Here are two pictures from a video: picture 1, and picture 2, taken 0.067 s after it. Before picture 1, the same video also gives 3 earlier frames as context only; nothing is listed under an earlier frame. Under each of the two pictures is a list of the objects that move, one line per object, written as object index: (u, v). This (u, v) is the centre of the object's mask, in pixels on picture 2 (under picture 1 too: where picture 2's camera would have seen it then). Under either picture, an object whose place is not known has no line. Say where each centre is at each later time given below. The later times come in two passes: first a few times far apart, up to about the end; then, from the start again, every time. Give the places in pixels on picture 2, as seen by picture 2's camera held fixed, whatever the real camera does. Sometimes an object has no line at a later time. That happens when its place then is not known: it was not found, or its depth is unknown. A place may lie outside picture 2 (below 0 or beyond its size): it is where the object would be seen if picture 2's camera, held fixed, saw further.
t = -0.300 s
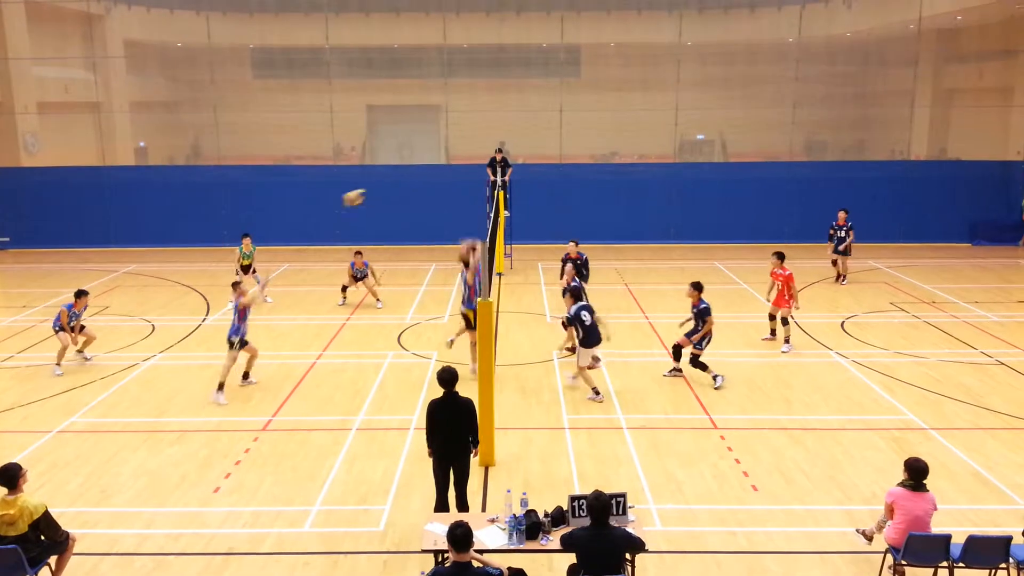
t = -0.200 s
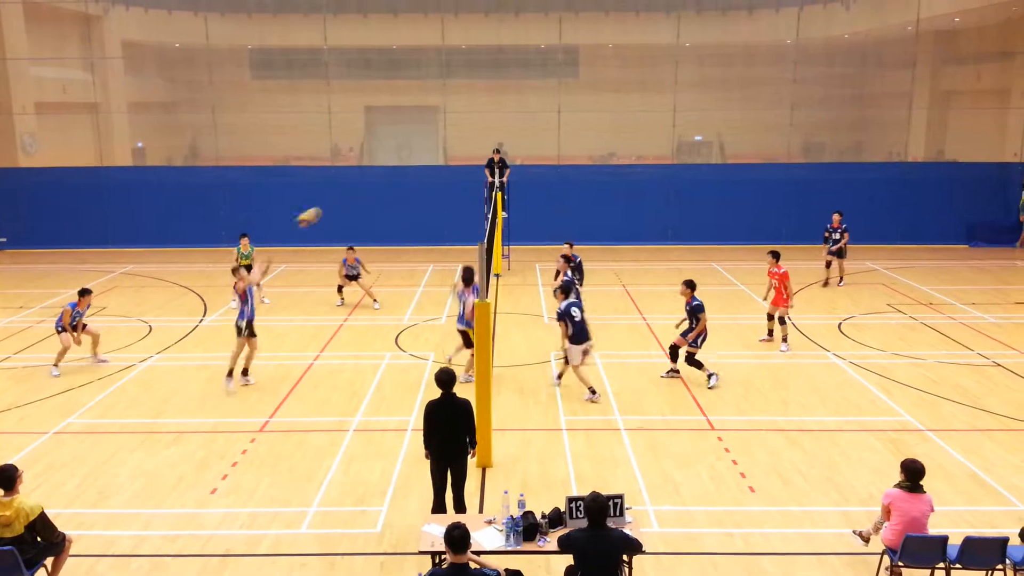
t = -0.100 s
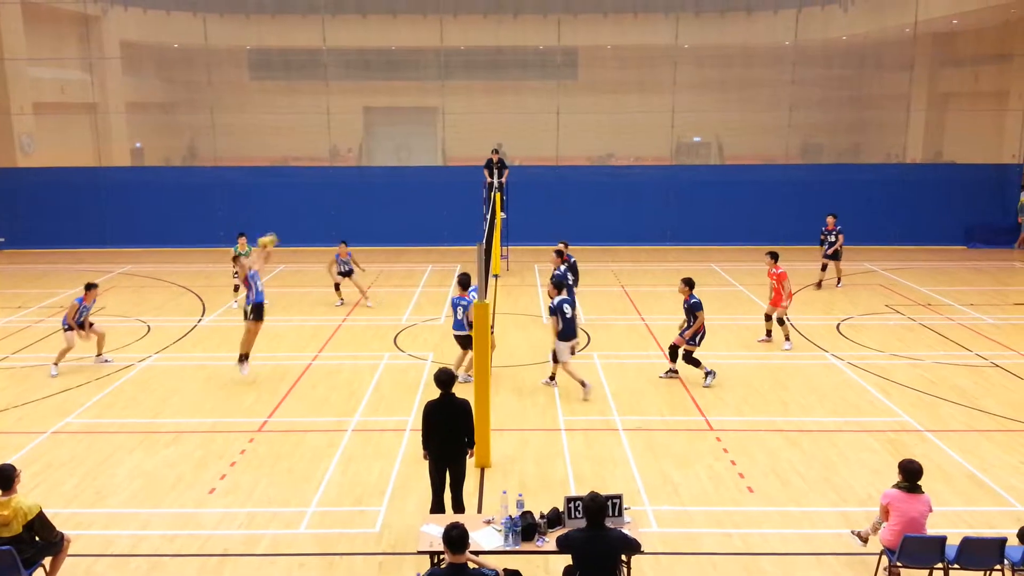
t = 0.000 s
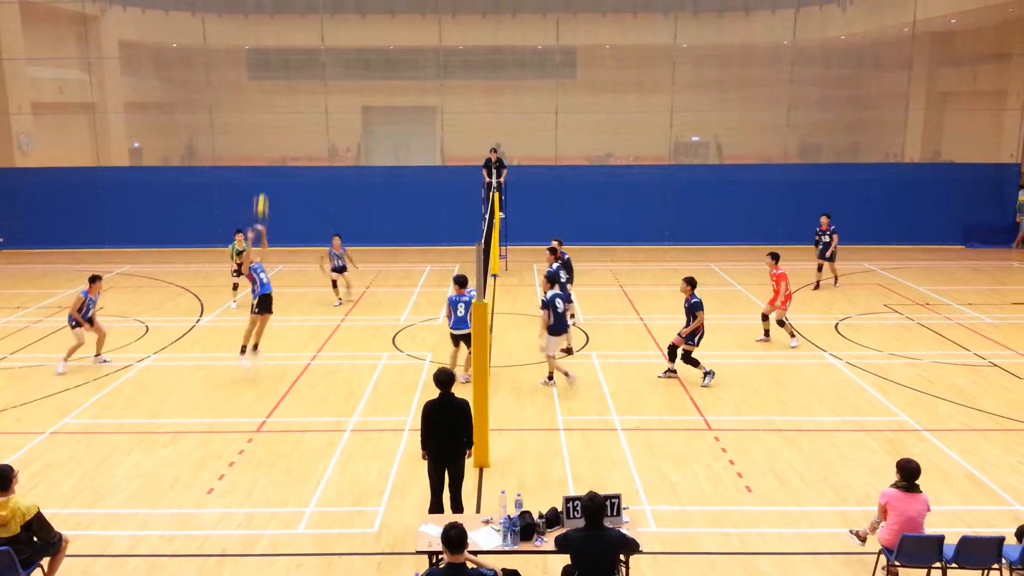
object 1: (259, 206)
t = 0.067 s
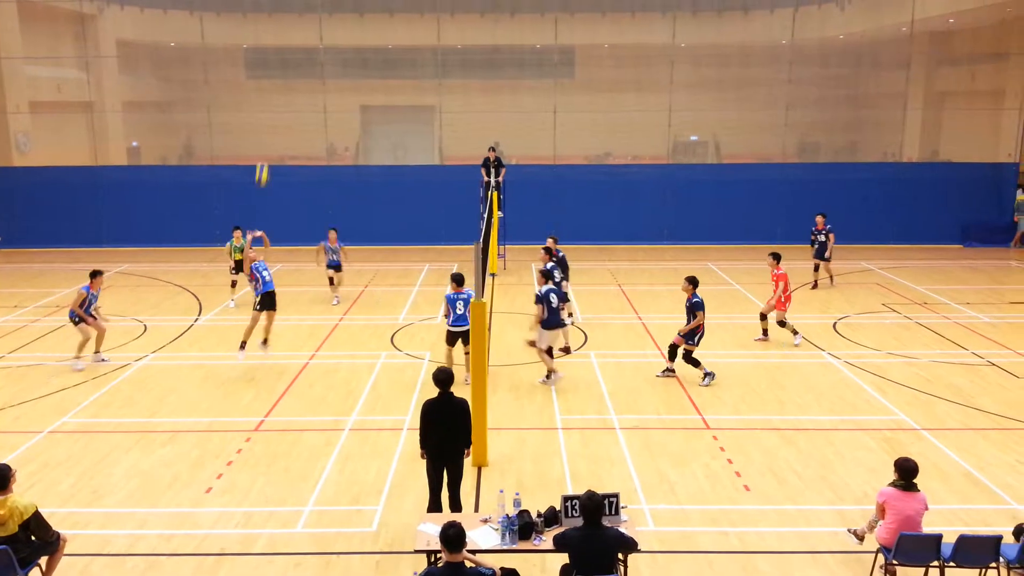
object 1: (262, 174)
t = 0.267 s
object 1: (270, 97)
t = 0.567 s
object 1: (285, 33)
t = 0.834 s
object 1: (300, 25)
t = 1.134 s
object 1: (322, 74)
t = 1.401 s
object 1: (342, 166)
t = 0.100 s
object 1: (263, 161)
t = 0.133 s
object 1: (265, 145)
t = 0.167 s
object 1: (266, 131)
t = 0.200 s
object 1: (268, 119)
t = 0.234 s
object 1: (269, 107)
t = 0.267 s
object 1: (270, 97)
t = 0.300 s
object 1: (272, 87)
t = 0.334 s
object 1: (274, 78)
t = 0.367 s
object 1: (276, 69)
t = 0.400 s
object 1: (276, 61)
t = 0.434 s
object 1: (278, 54)
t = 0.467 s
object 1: (280, 47)
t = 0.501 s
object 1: (281, 41)
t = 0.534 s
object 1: (283, 37)
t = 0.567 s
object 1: (285, 33)
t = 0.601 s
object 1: (287, 29)
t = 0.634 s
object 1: (288, 26)
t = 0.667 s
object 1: (291, 25)
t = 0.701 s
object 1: (293, 23)
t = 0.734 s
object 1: (295, 23)
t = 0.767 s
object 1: (298, 23)
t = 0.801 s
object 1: (299, 24)
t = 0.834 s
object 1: (300, 25)
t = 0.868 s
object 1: (303, 28)
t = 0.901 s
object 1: (306, 30)
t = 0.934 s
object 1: (308, 34)
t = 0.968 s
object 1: (310, 40)
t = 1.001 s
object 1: (313, 47)
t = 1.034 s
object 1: (315, 50)
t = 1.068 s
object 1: (318, 58)
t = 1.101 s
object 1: (320, 65)
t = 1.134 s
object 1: (322, 74)
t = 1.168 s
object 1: (324, 83)
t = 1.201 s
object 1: (327, 92)
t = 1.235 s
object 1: (329, 104)
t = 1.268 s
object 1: (331, 116)
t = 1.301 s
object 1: (334, 127)
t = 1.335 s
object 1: (336, 137)
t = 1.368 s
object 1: (339, 150)
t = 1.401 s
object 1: (342, 166)
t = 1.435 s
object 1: (344, 179)
